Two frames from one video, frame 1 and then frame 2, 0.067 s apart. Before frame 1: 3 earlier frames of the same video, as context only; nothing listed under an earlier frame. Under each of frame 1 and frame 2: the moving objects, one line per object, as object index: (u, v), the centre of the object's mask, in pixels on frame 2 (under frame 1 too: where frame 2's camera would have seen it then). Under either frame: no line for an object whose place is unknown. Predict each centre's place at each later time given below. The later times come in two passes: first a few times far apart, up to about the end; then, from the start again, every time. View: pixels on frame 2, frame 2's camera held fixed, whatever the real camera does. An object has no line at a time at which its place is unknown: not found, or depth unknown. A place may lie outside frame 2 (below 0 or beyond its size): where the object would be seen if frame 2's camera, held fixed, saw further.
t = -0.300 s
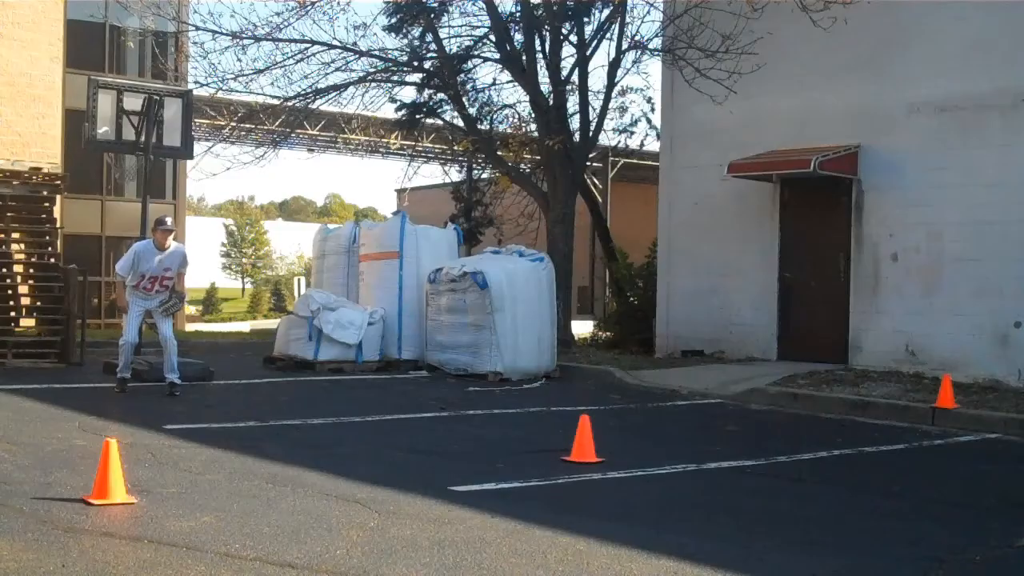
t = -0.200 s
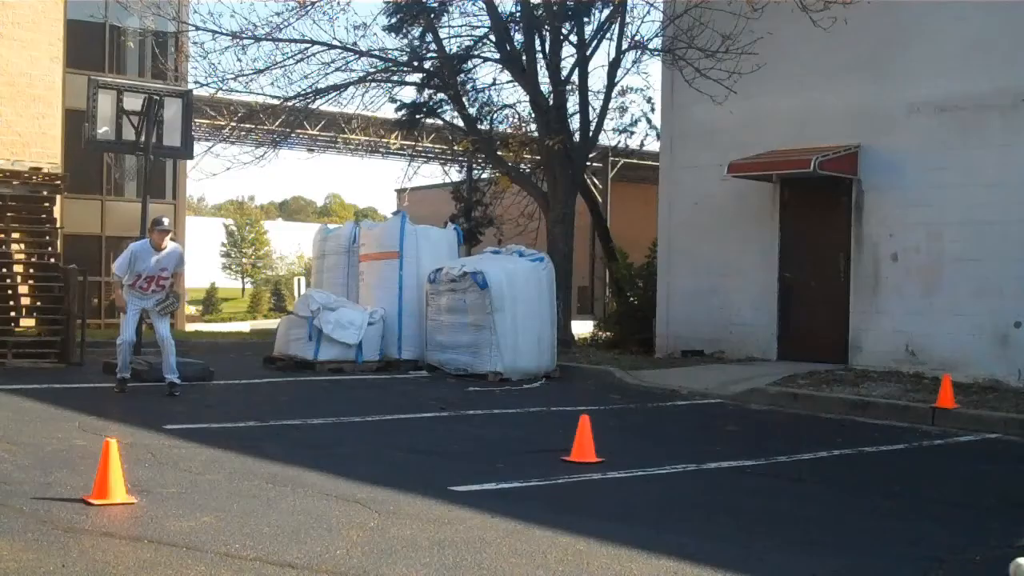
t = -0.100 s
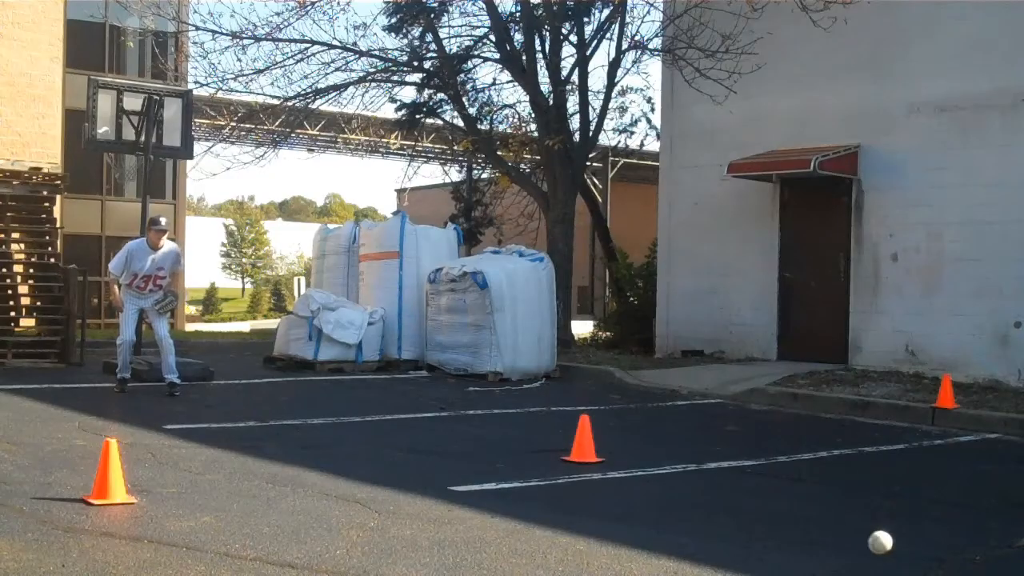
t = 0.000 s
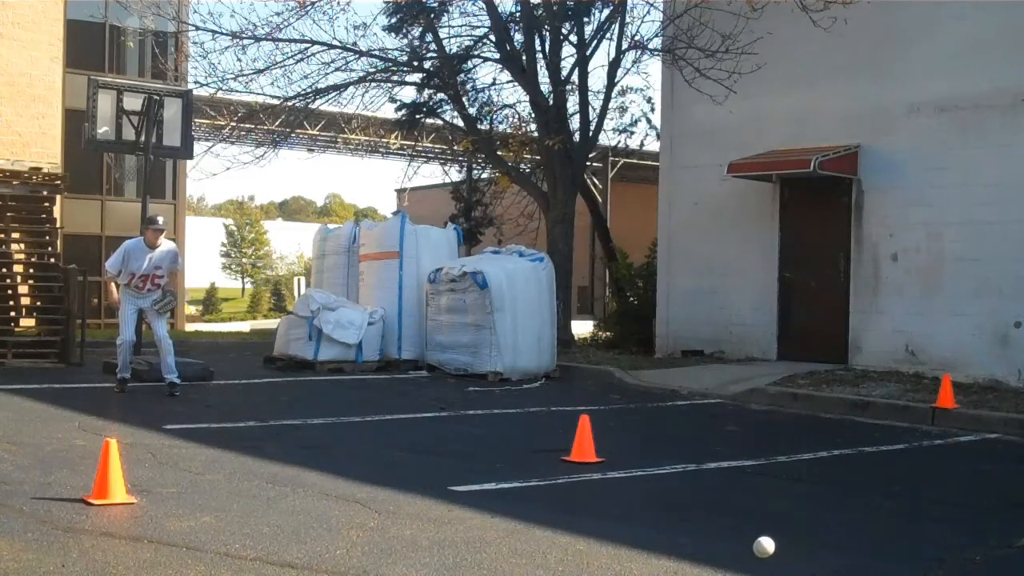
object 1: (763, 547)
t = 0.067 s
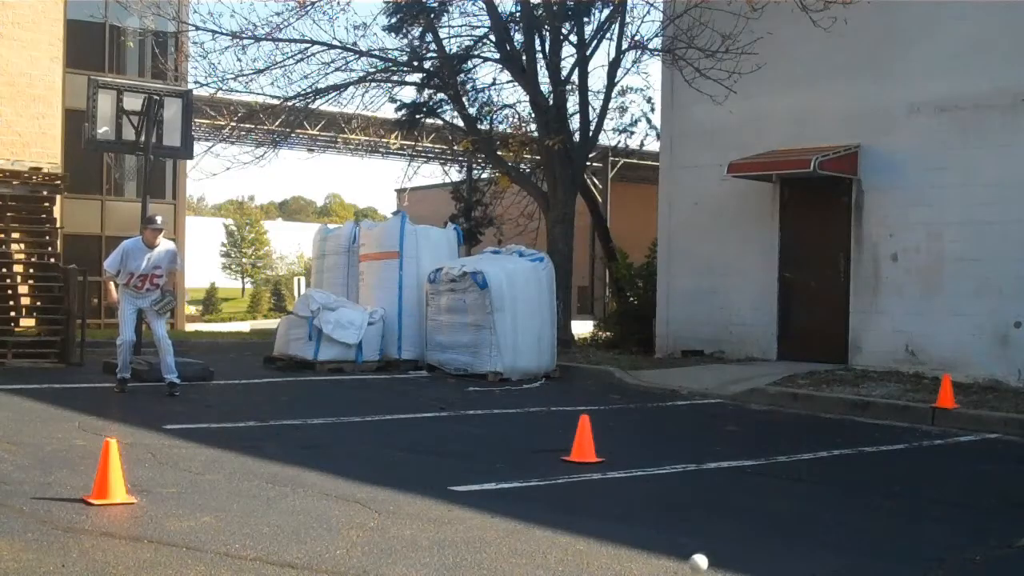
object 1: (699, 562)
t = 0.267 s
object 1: (545, 474)
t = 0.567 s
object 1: (381, 472)
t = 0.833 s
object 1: (287, 439)
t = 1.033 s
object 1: (232, 415)
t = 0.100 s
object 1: (669, 562)
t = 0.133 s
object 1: (641, 538)
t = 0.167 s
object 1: (615, 517)
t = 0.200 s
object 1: (591, 499)
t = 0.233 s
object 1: (567, 485)
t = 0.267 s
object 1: (545, 474)
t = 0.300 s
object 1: (523, 465)
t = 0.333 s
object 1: (503, 460)
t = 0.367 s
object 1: (483, 457)
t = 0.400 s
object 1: (464, 457)
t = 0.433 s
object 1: (446, 458)
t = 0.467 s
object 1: (428, 461)
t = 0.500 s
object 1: (412, 467)
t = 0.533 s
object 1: (396, 474)
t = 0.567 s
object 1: (381, 472)
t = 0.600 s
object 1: (368, 461)
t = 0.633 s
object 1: (356, 452)
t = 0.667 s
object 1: (343, 445)
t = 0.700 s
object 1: (331, 440)
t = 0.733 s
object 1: (319, 437)
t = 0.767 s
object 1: (308, 436)
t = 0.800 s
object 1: (297, 437)
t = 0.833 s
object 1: (287, 439)
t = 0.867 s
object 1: (277, 440)
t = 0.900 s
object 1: (267, 432)
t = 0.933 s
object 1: (259, 425)
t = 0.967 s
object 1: (250, 420)
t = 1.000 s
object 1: (241, 416)
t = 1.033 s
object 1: (232, 415)
